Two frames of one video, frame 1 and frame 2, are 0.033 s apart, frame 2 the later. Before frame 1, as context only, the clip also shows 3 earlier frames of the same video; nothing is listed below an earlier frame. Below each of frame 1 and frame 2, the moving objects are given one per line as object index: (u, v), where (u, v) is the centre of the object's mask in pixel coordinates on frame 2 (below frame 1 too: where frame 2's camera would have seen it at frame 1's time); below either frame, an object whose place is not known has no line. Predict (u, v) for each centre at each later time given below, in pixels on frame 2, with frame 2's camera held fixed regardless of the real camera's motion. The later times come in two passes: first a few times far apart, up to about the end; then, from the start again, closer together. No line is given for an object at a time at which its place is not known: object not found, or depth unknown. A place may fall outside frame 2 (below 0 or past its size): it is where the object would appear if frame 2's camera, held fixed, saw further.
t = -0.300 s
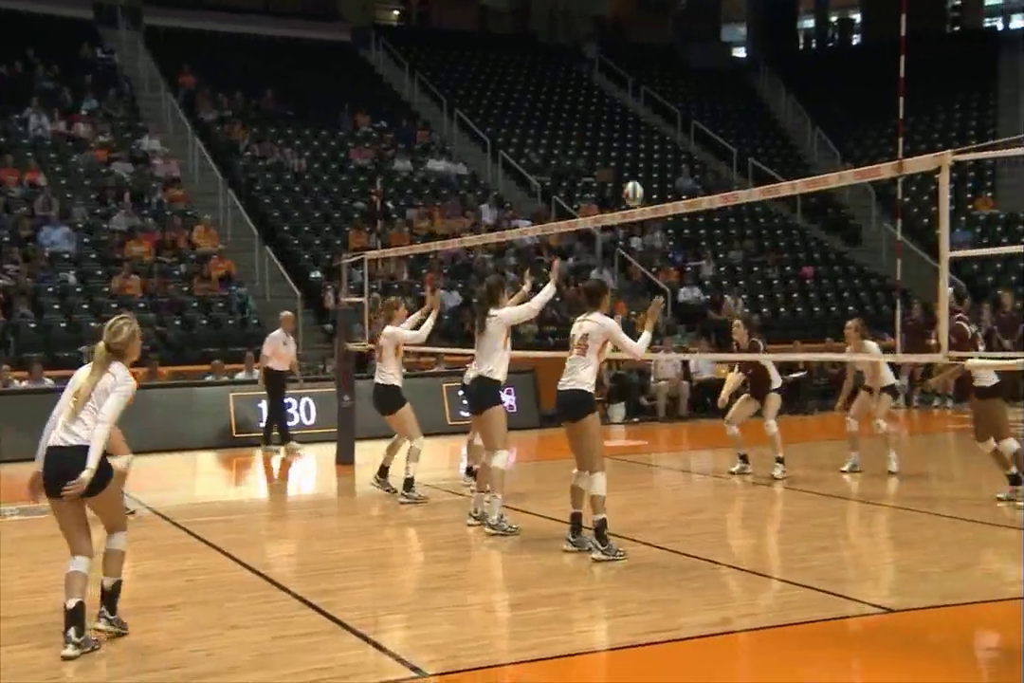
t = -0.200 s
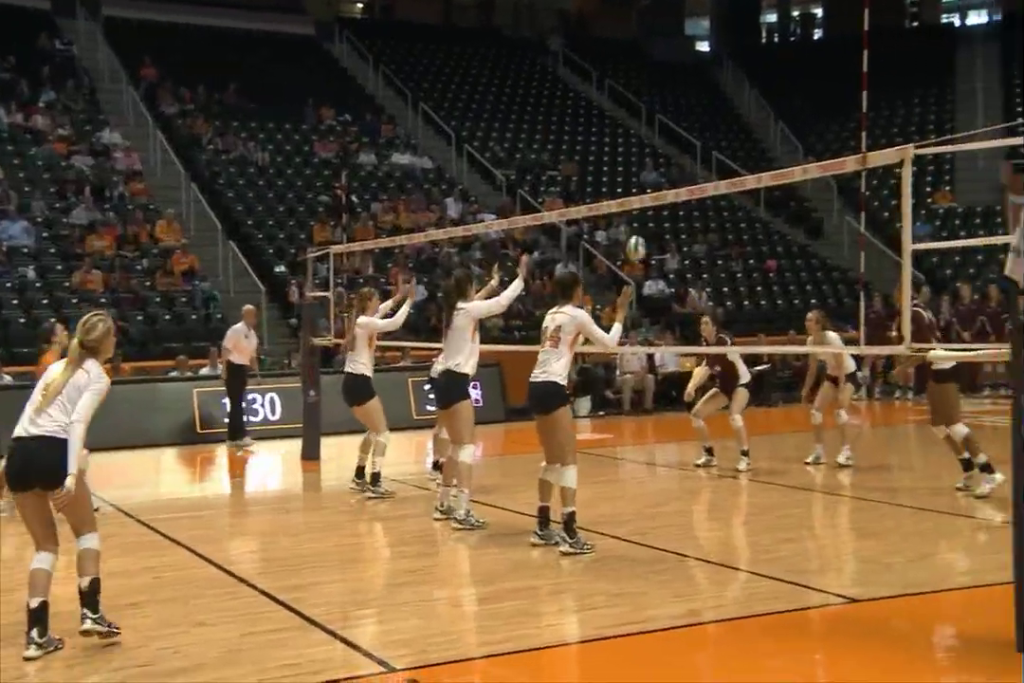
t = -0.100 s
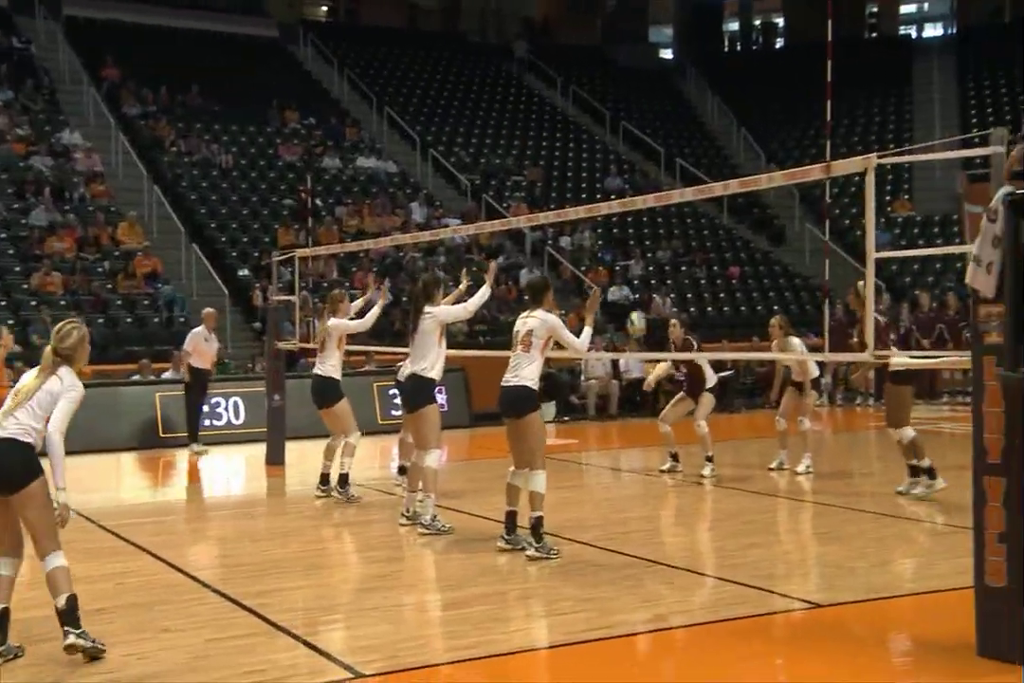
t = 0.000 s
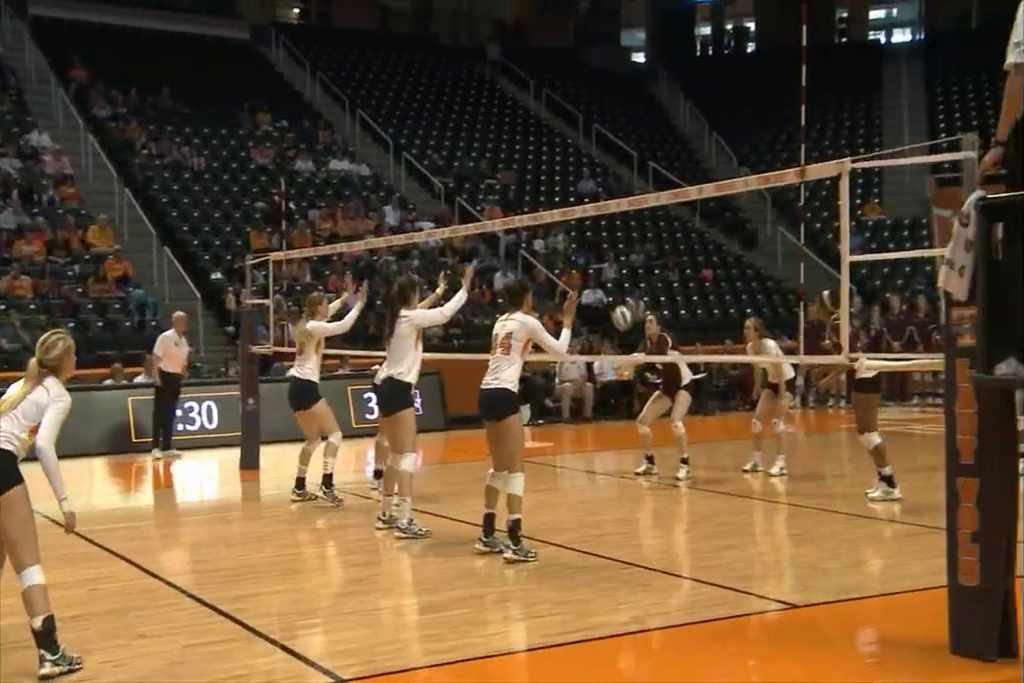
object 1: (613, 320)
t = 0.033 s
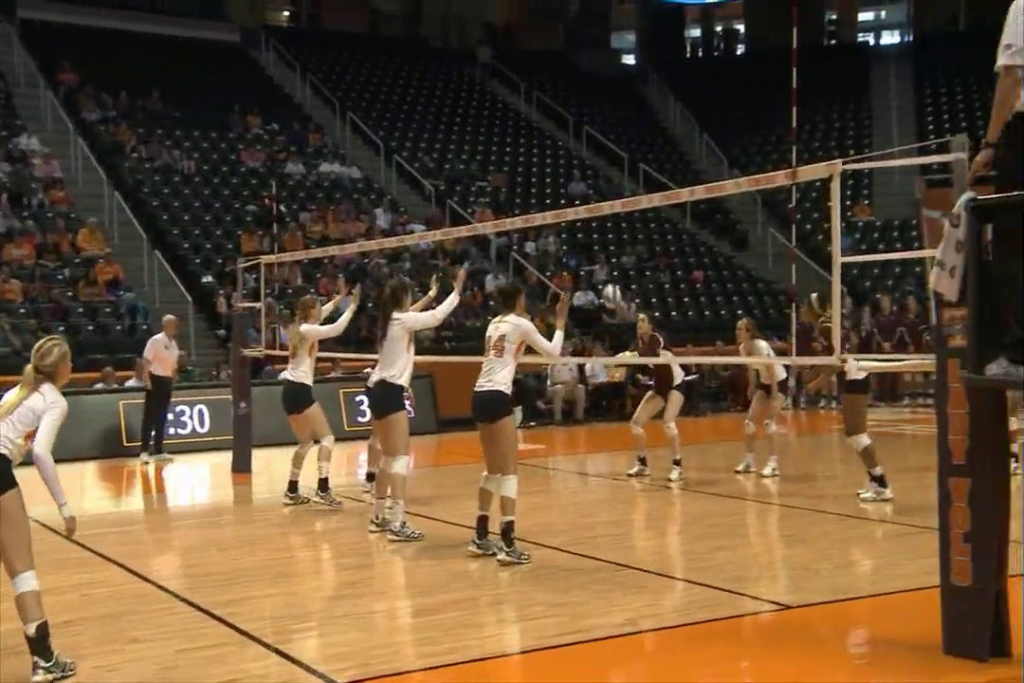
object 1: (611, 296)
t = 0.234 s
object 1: (599, 180)
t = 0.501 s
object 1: (580, 92)
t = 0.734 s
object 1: (562, 75)
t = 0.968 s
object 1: (545, 116)
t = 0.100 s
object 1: (607, 253)
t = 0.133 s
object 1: (605, 233)
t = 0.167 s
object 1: (603, 220)
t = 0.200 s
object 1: (601, 194)
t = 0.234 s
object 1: (599, 180)
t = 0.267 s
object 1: (597, 164)
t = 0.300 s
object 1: (595, 151)
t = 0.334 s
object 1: (593, 138)
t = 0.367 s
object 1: (591, 126)
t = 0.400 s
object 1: (588, 116)
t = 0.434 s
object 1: (585, 107)
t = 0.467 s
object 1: (582, 99)
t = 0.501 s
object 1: (580, 92)
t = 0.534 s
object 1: (578, 85)
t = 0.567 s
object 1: (575, 81)
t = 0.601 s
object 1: (572, 77)
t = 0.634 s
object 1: (570, 75)
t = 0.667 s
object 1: (567, 74)
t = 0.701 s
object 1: (565, 74)
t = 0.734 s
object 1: (562, 75)
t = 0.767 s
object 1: (560, 78)
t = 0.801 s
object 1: (557, 81)
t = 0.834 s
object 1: (555, 86)
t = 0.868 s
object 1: (553, 92)
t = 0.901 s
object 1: (550, 99)
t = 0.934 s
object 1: (548, 107)
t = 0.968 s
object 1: (545, 116)
